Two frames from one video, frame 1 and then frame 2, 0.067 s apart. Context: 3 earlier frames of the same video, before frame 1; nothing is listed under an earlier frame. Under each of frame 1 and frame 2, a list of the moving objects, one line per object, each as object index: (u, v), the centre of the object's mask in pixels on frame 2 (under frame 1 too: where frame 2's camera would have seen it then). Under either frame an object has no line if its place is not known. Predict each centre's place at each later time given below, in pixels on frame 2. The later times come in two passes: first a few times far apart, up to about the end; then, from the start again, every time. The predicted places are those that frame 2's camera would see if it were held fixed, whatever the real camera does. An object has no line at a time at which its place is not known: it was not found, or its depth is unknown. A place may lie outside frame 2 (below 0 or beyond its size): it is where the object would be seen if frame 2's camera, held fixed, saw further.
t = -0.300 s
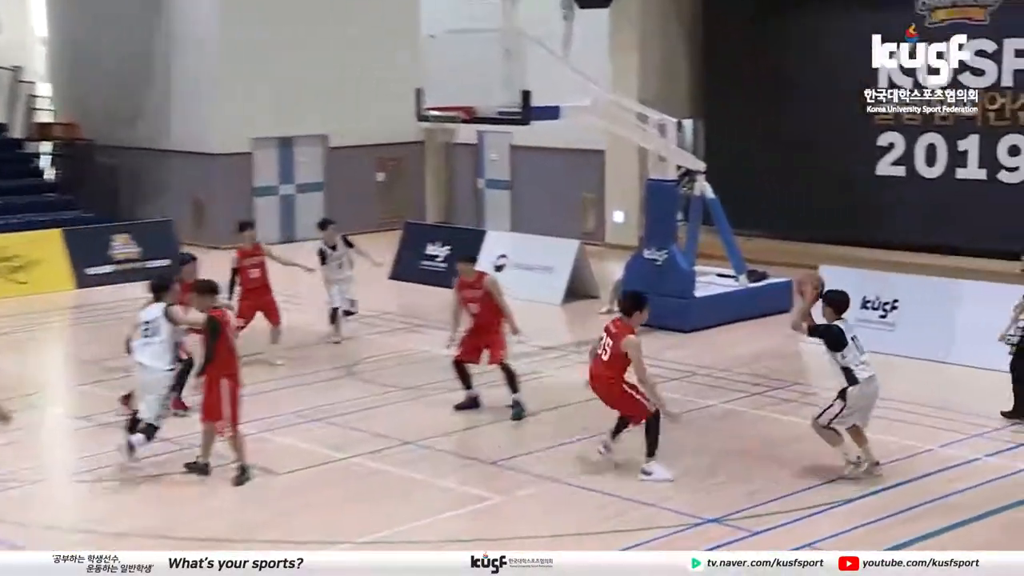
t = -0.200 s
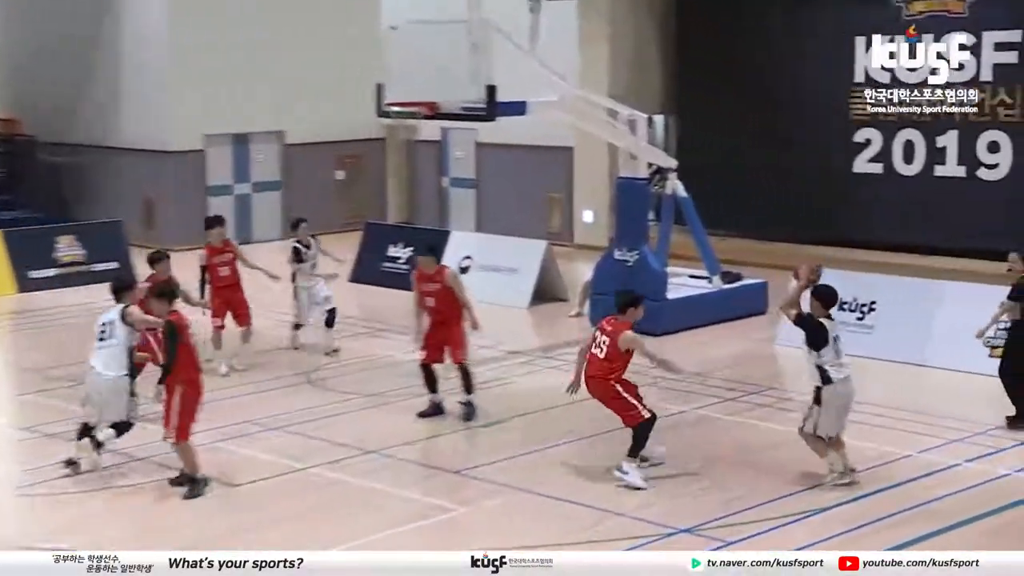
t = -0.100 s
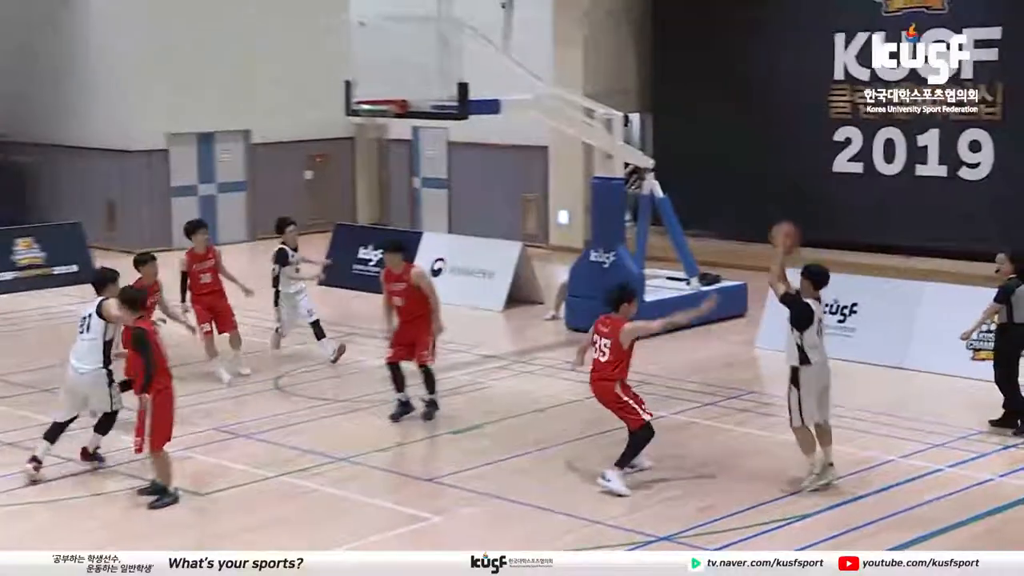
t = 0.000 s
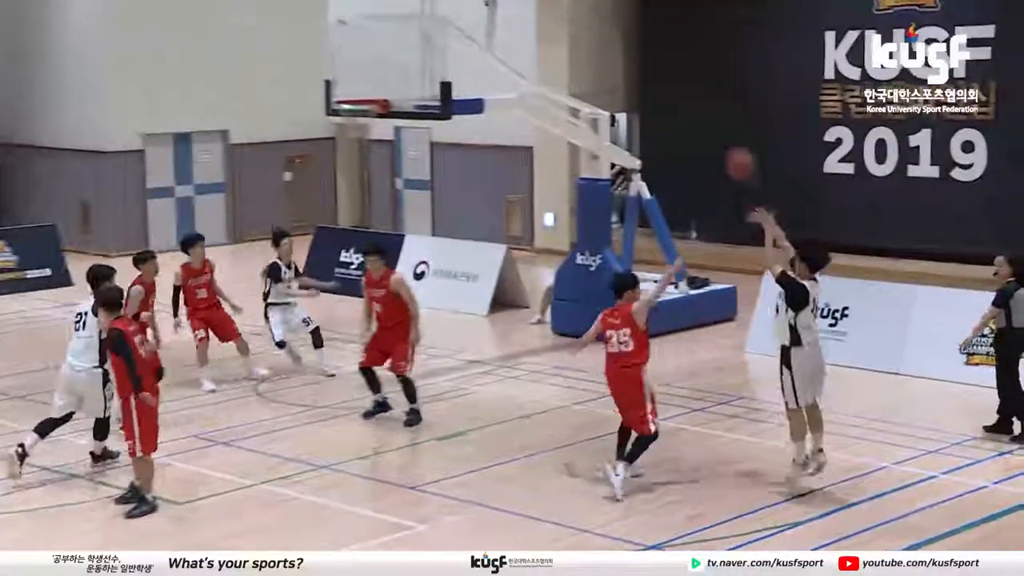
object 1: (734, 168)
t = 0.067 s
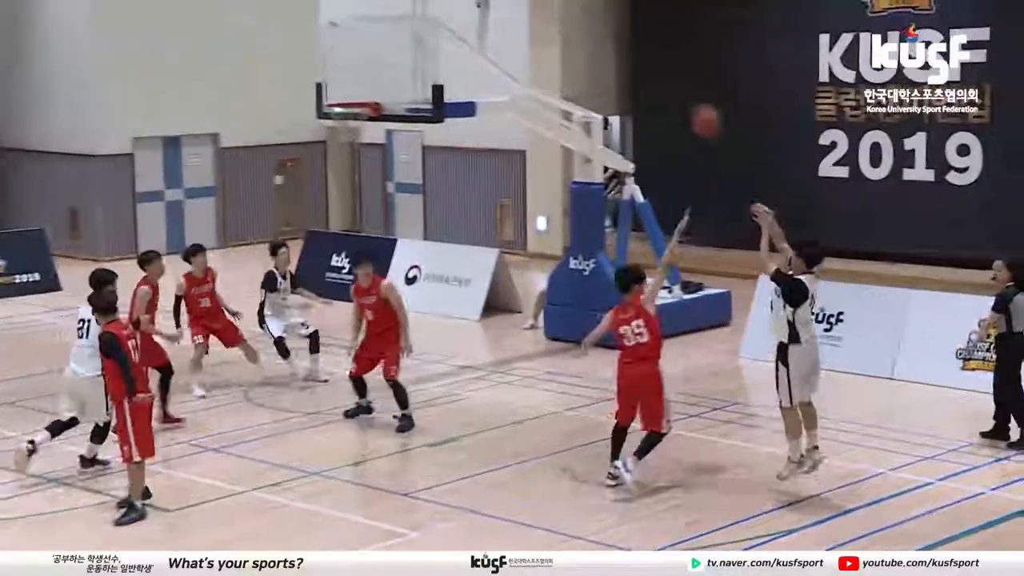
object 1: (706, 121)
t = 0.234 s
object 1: (637, 30)
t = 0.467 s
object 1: (551, -33)
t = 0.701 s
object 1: (472, -34)
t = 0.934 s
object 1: (404, 19)
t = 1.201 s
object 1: (343, 95)
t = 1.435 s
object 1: (338, 44)
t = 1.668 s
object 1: (337, 37)
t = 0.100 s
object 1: (692, 99)
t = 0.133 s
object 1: (678, 78)
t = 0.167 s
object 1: (664, 61)
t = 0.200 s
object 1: (651, 44)
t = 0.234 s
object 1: (637, 30)
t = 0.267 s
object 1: (625, 16)
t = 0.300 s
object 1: (613, 4)
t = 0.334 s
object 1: (598, -6)
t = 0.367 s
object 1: (587, -13)
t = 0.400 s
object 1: (575, -22)
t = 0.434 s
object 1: (561, -28)
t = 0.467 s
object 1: (551, -33)
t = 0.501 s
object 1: (537, -36)
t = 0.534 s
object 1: (526, -39)
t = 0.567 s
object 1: (516, -39)
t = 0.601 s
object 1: (506, -39)
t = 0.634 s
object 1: (496, -39)
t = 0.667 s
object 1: (484, -38)
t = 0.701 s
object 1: (472, -34)
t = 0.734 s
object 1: (462, -29)
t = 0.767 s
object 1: (451, -23)
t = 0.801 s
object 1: (442, -16)
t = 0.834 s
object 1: (432, -8)
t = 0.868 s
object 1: (422, 0)
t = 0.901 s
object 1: (413, 9)
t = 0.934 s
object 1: (404, 19)
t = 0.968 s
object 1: (395, 31)
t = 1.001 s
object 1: (385, 44)
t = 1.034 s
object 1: (377, 57)
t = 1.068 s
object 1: (368, 71)
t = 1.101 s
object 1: (360, 85)
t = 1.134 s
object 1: (353, 94)
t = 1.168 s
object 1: (348, 94)
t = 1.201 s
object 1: (343, 95)
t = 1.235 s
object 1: (341, 92)
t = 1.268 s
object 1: (340, 81)
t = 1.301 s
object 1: (339, 72)
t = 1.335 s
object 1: (339, 64)
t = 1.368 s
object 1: (339, 56)
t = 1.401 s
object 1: (338, 50)
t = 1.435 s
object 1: (338, 44)
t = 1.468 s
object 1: (338, 41)
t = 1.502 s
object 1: (338, 37)
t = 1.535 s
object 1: (337, 35)
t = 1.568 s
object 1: (337, 34)
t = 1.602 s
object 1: (337, 34)
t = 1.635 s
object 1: (337, 35)
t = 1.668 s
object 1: (337, 37)
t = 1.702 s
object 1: (336, 39)
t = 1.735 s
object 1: (336, 43)
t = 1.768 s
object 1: (336, 48)
